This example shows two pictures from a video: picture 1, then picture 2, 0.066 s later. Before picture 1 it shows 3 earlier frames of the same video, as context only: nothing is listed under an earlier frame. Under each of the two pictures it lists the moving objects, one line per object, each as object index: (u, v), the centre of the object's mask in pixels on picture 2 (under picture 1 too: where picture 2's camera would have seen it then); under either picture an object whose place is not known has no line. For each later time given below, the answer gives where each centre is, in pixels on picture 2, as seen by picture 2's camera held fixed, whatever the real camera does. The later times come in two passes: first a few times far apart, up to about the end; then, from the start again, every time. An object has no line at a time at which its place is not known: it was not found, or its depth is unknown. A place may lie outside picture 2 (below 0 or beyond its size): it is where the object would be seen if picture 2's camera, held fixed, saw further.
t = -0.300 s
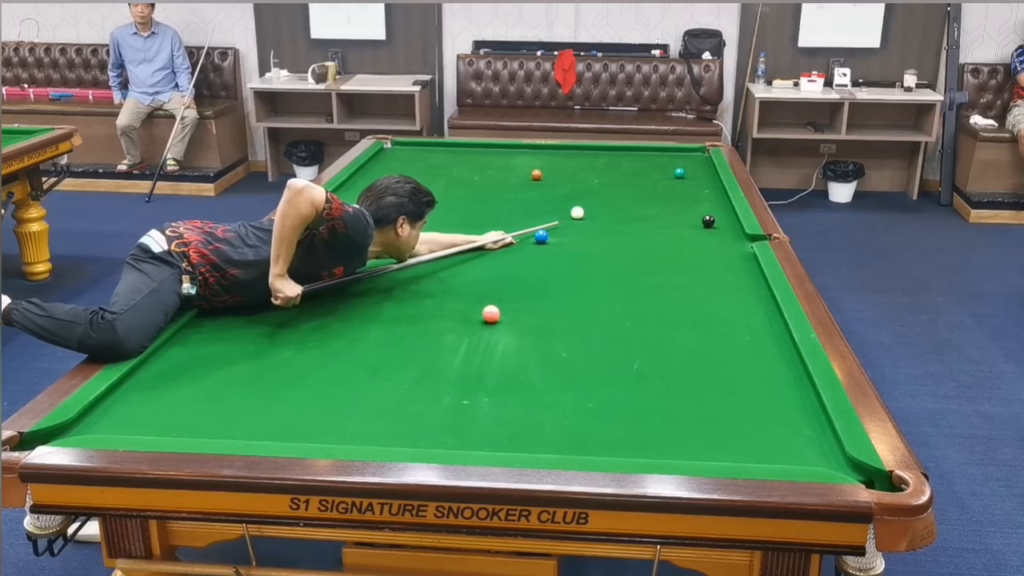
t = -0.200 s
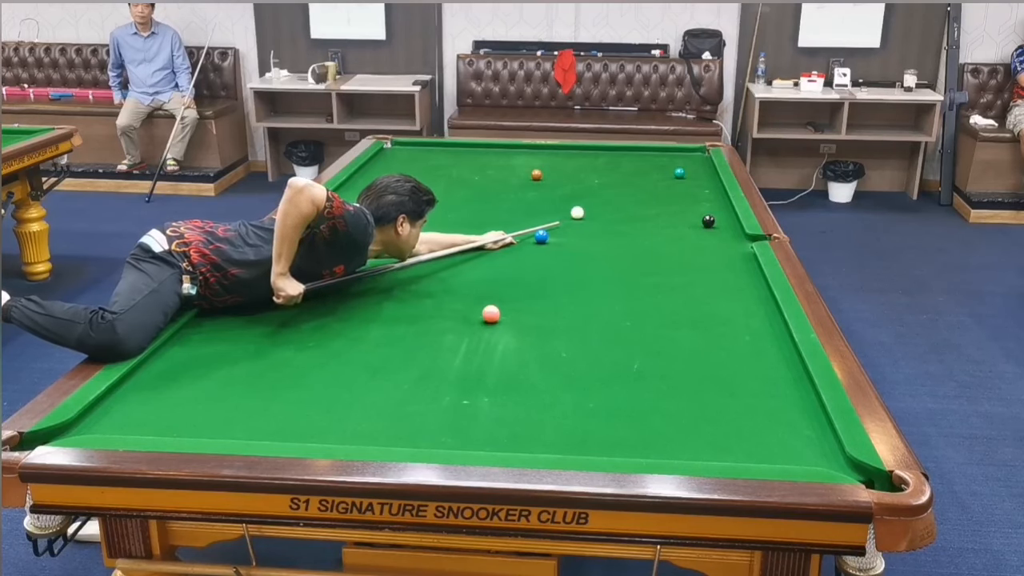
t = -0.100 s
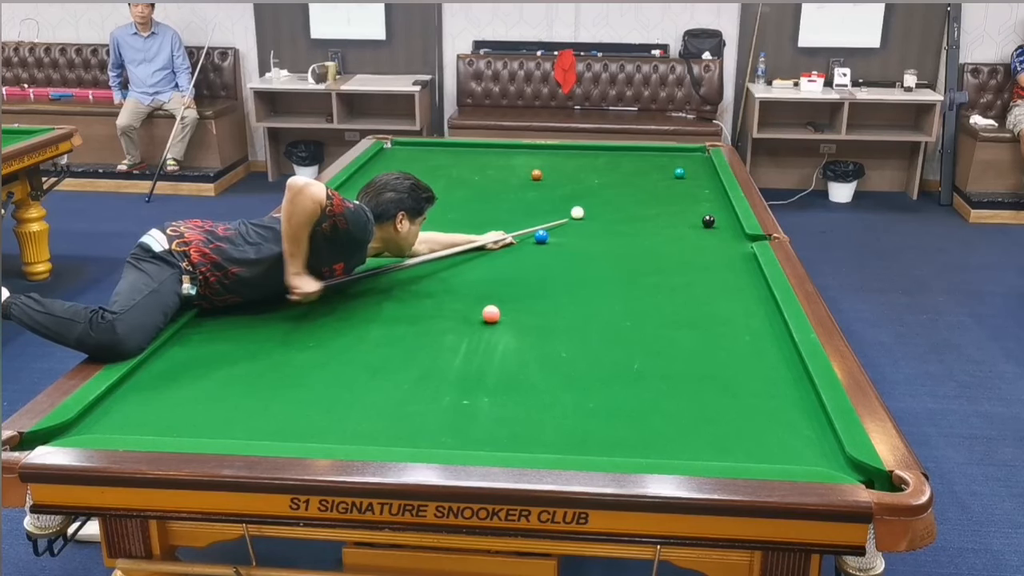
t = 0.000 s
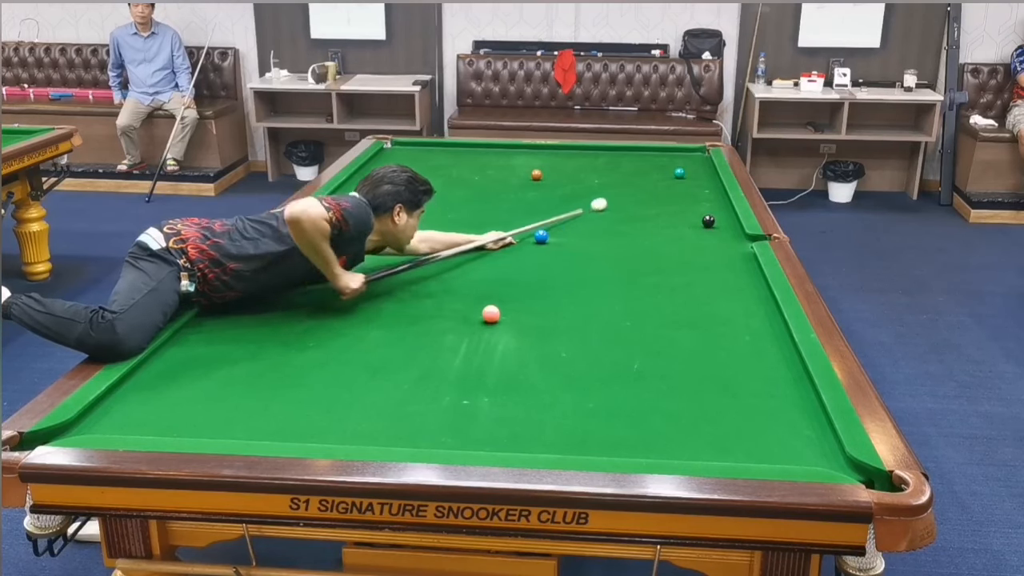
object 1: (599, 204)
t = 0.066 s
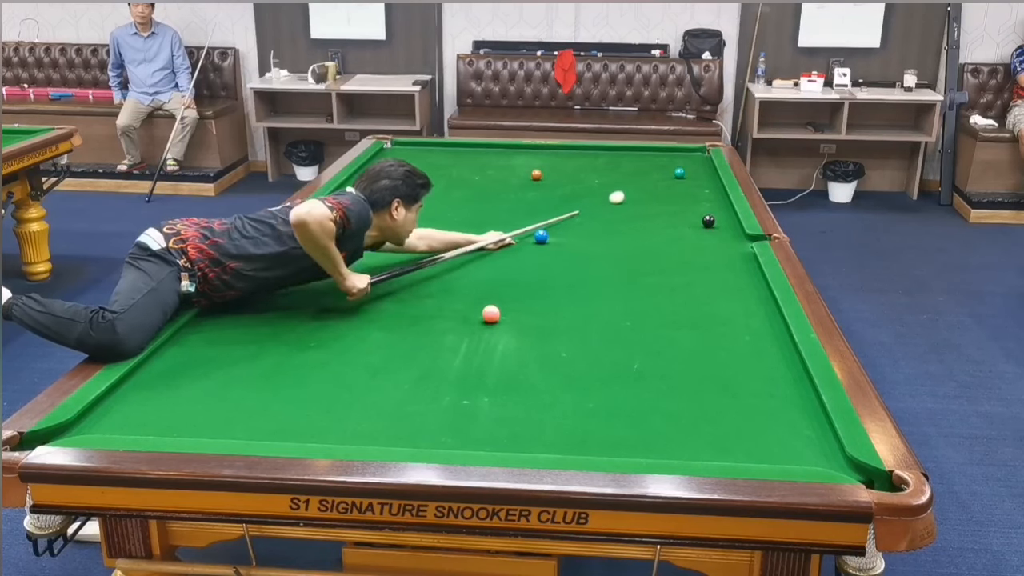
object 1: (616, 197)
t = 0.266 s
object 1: (657, 182)
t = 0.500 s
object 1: (682, 175)
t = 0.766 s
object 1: (697, 175)
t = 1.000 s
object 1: (709, 174)
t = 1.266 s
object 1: (709, 174)
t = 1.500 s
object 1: (704, 174)
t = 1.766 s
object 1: (698, 175)
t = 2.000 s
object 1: (695, 175)
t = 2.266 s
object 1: (692, 175)
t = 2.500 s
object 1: (690, 175)
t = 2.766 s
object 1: (689, 175)
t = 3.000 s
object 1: (689, 175)
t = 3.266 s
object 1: (689, 175)
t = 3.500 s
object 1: (689, 175)
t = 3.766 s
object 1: (689, 175)
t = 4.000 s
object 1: (689, 175)
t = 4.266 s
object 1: (690, 175)
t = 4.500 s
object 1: (690, 175)
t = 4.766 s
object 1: (690, 175)
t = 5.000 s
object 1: (690, 175)
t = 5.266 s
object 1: (689, 175)
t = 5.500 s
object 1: (690, 175)
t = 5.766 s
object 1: (689, 175)
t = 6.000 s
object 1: (690, 175)
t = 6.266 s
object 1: (690, 175)
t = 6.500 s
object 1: (689, 175)
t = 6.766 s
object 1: (690, 175)
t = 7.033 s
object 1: (690, 175)
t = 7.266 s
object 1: (689, 175)
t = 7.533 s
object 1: (689, 175)
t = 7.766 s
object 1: (689, 175)
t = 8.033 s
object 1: (689, 175)
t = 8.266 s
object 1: (689, 175)
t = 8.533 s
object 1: (689, 175)
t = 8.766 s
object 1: (689, 175)
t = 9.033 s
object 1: (690, 175)
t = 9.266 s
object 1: (690, 175)
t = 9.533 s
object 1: (690, 175)
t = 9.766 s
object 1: (690, 175)
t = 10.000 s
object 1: (690, 175)
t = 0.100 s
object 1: (625, 194)
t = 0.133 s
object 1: (632, 191)
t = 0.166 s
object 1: (639, 189)
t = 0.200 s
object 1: (646, 186)
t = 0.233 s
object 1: (652, 184)
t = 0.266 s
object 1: (657, 182)
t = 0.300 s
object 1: (662, 180)
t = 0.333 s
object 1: (667, 178)
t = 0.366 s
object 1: (672, 176)
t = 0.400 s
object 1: (676, 175)
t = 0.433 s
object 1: (678, 175)
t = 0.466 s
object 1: (680, 175)
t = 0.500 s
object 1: (682, 175)
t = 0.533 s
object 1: (684, 175)
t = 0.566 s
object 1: (686, 175)
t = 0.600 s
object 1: (688, 175)
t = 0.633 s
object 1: (690, 175)
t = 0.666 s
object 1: (692, 175)
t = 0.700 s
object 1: (694, 175)
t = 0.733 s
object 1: (695, 175)
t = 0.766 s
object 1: (697, 175)
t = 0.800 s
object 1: (699, 174)
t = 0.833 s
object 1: (701, 175)
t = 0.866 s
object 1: (703, 174)
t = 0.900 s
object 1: (704, 174)
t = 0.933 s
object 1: (706, 174)
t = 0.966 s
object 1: (708, 174)
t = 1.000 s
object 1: (709, 174)
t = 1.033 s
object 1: (711, 174)
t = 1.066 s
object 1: (712, 174)
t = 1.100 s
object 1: (713, 174)
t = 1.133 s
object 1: (712, 174)
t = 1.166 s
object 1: (711, 174)
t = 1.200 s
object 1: (710, 174)
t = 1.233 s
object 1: (710, 174)
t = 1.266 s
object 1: (709, 174)
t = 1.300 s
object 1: (708, 174)
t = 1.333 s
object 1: (707, 174)
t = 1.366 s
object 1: (707, 174)
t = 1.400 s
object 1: (706, 174)
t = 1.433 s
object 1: (705, 174)
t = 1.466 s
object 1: (704, 174)
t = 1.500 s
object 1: (704, 174)
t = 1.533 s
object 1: (703, 174)
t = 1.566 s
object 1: (702, 174)
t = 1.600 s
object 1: (702, 175)
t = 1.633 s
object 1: (701, 175)
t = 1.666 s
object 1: (700, 175)
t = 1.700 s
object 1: (700, 175)
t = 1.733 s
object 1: (699, 175)
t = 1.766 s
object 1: (698, 175)
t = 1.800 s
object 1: (698, 175)
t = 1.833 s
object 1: (697, 175)
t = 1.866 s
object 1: (697, 175)
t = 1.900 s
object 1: (696, 175)
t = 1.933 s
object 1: (696, 175)
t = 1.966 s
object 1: (695, 175)
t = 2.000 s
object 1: (695, 175)
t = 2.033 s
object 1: (694, 175)
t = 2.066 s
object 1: (694, 175)
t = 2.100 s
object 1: (694, 175)
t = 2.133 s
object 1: (693, 175)
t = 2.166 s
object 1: (693, 175)
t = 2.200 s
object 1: (693, 175)
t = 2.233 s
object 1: (692, 175)
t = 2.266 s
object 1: (692, 175)
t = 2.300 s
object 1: (692, 175)
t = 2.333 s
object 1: (691, 175)
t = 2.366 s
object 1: (691, 175)
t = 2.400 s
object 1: (691, 175)
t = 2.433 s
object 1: (690, 175)
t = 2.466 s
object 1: (690, 175)
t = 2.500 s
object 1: (690, 175)
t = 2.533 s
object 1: (690, 175)
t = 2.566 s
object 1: (690, 175)
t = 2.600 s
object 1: (690, 175)
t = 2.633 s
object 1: (690, 175)
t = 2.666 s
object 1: (689, 175)
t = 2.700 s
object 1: (689, 175)
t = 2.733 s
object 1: (689, 175)
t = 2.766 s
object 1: (689, 175)
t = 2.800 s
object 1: (689, 175)
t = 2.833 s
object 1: (689, 175)
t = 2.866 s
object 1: (689, 175)
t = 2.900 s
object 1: (689, 175)
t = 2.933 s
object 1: (689, 175)
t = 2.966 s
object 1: (689, 175)
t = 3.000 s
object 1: (689, 175)
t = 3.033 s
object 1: (690, 175)
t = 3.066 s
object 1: (689, 175)
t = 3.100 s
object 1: (689, 175)
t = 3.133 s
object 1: (689, 175)
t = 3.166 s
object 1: (689, 175)
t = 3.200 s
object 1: (689, 175)
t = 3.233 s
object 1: (689, 175)
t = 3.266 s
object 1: (689, 175)
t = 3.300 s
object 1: (689, 175)
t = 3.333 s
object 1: (689, 175)
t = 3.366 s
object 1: (689, 175)
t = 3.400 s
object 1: (689, 175)
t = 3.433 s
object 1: (689, 175)
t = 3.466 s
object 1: (689, 175)
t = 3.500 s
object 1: (689, 175)
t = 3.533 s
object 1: (689, 175)
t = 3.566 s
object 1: (689, 175)
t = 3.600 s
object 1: (689, 175)
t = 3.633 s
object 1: (689, 175)
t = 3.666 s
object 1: (689, 175)
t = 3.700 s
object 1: (689, 175)
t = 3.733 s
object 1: (689, 175)
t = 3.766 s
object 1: (689, 175)
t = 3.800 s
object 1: (689, 175)
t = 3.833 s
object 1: (689, 175)
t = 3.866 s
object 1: (689, 175)
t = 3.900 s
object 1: (689, 175)
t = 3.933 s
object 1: (689, 175)
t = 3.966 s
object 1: (689, 175)
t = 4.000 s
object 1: (689, 175)
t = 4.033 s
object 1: (689, 175)
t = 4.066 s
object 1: (690, 175)
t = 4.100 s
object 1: (690, 175)
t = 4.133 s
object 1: (690, 175)
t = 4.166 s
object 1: (690, 175)
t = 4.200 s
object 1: (690, 175)
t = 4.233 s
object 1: (690, 175)
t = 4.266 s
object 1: (690, 175)
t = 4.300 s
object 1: (690, 175)
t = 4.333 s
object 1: (690, 175)
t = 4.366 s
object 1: (690, 175)
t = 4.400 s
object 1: (690, 175)
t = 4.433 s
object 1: (690, 175)
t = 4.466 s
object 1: (690, 175)
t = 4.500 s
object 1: (690, 175)
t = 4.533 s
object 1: (690, 175)
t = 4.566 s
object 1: (690, 175)
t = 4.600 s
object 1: (690, 175)
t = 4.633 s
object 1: (690, 175)
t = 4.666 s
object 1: (690, 175)
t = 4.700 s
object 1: (690, 175)
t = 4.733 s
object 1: (690, 175)
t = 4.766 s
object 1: (690, 175)
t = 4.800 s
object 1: (690, 175)
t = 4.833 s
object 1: (690, 175)
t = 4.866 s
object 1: (690, 175)
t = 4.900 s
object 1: (690, 175)
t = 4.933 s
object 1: (690, 175)
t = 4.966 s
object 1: (690, 175)
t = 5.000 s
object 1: (690, 175)
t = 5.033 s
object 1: (690, 175)
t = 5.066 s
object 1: (689, 175)
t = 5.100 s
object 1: (690, 175)
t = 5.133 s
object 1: (690, 175)
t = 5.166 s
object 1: (689, 175)
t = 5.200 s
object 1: (689, 175)
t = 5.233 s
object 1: (689, 175)
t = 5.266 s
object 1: (689, 175)
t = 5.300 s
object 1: (690, 175)
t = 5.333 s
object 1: (689, 175)
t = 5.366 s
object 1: (690, 175)
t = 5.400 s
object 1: (689, 175)
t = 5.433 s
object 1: (690, 175)
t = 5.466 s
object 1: (690, 175)
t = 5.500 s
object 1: (690, 175)
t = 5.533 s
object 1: (690, 175)
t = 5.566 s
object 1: (689, 175)
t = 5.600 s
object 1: (690, 175)
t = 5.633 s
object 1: (689, 175)
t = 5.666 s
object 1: (690, 175)
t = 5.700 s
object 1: (690, 175)
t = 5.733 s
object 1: (690, 175)
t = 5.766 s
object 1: (689, 175)
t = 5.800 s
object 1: (689, 175)
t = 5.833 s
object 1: (689, 175)
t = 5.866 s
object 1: (689, 175)
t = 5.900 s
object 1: (689, 175)
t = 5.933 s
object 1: (689, 175)
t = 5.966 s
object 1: (690, 175)
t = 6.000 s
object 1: (690, 175)
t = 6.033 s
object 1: (690, 175)
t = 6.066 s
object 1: (690, 175)
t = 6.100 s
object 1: (690, 175)
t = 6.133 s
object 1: (690, 175)
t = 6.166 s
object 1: (690, 175)
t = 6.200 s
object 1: (690, 175)
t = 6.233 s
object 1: (690, 175)
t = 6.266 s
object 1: (690, 175)
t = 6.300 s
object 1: (690, 175)
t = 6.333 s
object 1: (690, 175)
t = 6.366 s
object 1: (690, 175)
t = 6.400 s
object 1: (690, 175)
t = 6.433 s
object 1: (690, 175)
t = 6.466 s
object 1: (690, 175)
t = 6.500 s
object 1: (689, 175)
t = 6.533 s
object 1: (689, 175)
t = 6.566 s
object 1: (690, 175)
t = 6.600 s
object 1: (690, 175)
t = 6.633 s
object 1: (690, 175)
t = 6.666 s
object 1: (690, 175)
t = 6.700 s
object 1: (690, 175)
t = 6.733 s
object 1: (690, 175)
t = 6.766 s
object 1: (690, 175)
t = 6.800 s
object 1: (690, 175)
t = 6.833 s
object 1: (690, 175)
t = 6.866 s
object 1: (689, 175)
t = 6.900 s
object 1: (689, 175)
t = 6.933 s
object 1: (689, 175)
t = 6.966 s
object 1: (689, 175)
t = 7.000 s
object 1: (689, 175)
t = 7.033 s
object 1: (690, 175)
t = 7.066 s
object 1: (690, 175)
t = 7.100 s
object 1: (690, 175)
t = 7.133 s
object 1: (690, 175)
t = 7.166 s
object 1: (690, 175)
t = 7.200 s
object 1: (689, 175)
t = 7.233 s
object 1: (689, 175)
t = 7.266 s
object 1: (689, 175)
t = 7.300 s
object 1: (689, 175)
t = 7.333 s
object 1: (689, 175)
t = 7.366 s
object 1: (689, 175)
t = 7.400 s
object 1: (689, 175)
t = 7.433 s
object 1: (689, 175)
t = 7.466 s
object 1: (689, 175)
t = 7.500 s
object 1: (689, 175)
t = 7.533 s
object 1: (689, 175)
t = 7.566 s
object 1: (689, 175)
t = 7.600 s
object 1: (689, 175)
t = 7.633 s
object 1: (689, 175)
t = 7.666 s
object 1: (689, 175)
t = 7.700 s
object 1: (689, 175)
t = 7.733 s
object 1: (689, 175)
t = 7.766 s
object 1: (689, 175)
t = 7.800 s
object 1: (689, 175)
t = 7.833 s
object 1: (689, 175)
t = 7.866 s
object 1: (689, 175)
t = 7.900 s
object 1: (689, 175)
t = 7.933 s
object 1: (689, 175)
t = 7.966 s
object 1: (689, 175)
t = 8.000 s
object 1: (689, 175)
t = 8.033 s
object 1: (689, 175)
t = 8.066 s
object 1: (689, 175)
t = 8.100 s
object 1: (689, 175)
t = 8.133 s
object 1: (689, 175)
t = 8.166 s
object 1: (689, 175)
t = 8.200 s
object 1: (689, 175)
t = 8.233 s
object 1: (689, 175)
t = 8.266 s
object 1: (689, 175)
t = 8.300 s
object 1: (689, 175)
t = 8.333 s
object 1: (689, 175)
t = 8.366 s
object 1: (689, 175)
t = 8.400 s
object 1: (689, 175)
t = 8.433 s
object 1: (689, 175)
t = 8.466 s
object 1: (689, 175)
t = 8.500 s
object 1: (689, 175)
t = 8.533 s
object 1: (689, 175)
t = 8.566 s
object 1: (689, 175)
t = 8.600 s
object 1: (689, 175)
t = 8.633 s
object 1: (689, 175)
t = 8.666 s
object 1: (689, 175)
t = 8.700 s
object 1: (689, 175)
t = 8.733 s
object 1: (689, 175)
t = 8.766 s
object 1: (689, 175)
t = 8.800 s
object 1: (689, 175)
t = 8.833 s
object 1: (689, 175)
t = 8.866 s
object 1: (689, 175)
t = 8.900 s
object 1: (689, 175)
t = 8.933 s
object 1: (689, 175)
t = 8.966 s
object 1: (690, 175)
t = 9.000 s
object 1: (690, 175)
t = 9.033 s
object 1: (690, 175)
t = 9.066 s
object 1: (690, 175)
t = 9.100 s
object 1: (690, 175)
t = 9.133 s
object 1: (689, 175)
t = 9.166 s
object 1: (690, 175)
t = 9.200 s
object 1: (690, 175)
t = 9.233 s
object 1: (690, 175)
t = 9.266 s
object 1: (690, 175)
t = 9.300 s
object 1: (690, 175)
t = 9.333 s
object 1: (690, 175)
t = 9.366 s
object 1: (689, 175)
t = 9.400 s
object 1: (690, 175)
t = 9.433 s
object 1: (690, 175)
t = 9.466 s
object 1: (690, 175)
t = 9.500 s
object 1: (690, 175)
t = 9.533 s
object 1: (690, 175)
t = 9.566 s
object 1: (690, 175)
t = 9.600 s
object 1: (690, 175)
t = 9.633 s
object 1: (690, 175)
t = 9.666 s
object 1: (689, 175)
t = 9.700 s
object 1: (689, 175)
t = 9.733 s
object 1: (689, 175)
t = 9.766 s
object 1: (690, 175)
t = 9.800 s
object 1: (690, 175)
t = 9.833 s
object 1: (690, 175)
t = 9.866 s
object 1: (690, 175)
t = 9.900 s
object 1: (690, 175)
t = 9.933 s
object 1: (690, 175)
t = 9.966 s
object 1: (690, 175)
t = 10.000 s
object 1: (690, 175)
